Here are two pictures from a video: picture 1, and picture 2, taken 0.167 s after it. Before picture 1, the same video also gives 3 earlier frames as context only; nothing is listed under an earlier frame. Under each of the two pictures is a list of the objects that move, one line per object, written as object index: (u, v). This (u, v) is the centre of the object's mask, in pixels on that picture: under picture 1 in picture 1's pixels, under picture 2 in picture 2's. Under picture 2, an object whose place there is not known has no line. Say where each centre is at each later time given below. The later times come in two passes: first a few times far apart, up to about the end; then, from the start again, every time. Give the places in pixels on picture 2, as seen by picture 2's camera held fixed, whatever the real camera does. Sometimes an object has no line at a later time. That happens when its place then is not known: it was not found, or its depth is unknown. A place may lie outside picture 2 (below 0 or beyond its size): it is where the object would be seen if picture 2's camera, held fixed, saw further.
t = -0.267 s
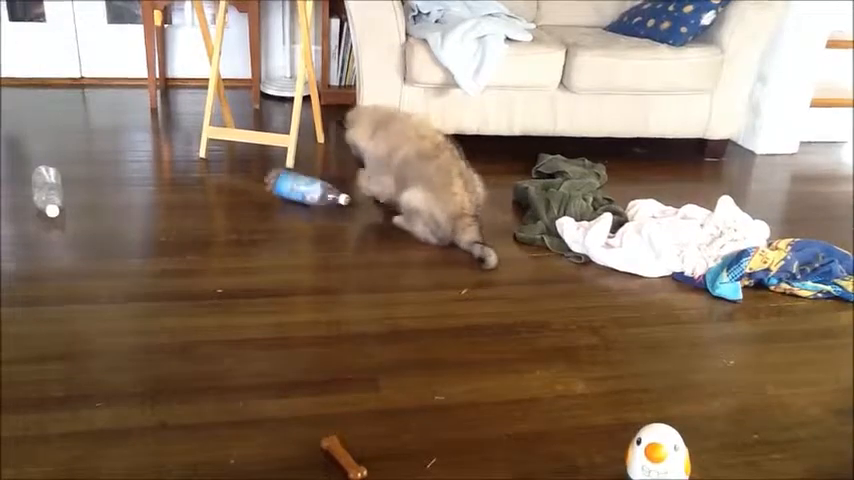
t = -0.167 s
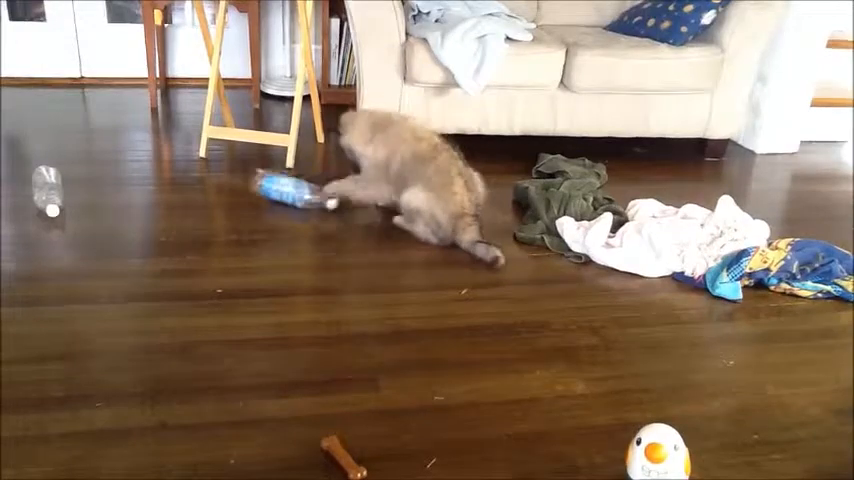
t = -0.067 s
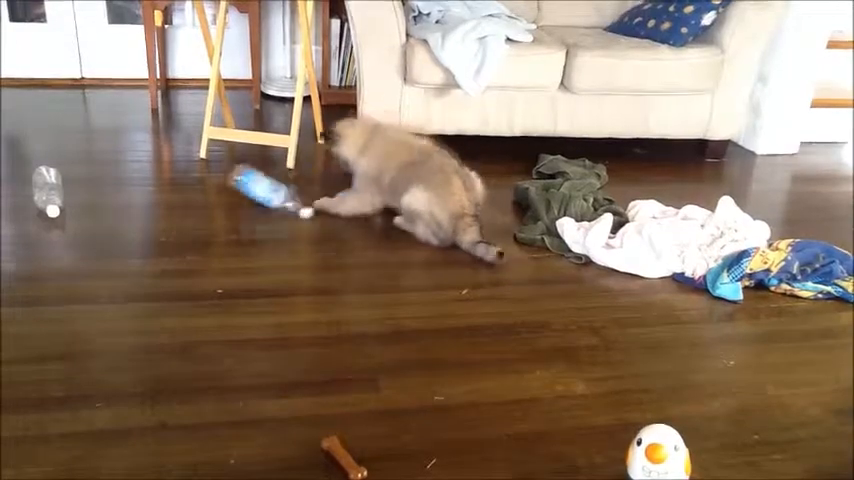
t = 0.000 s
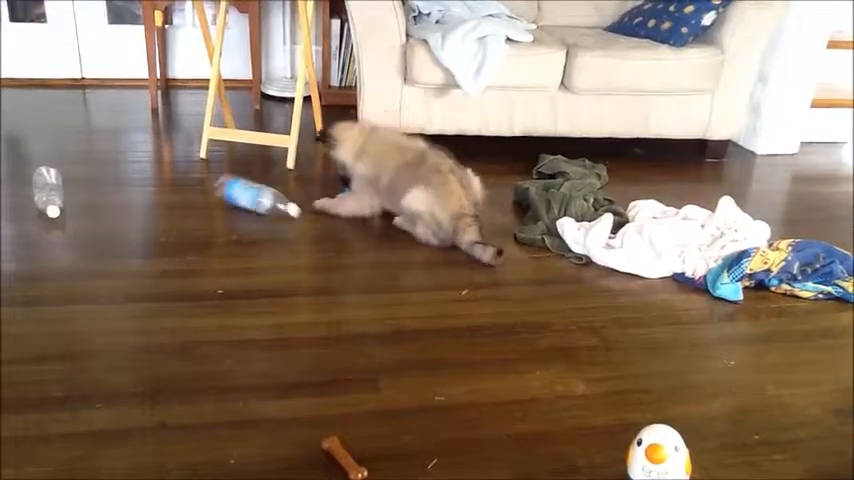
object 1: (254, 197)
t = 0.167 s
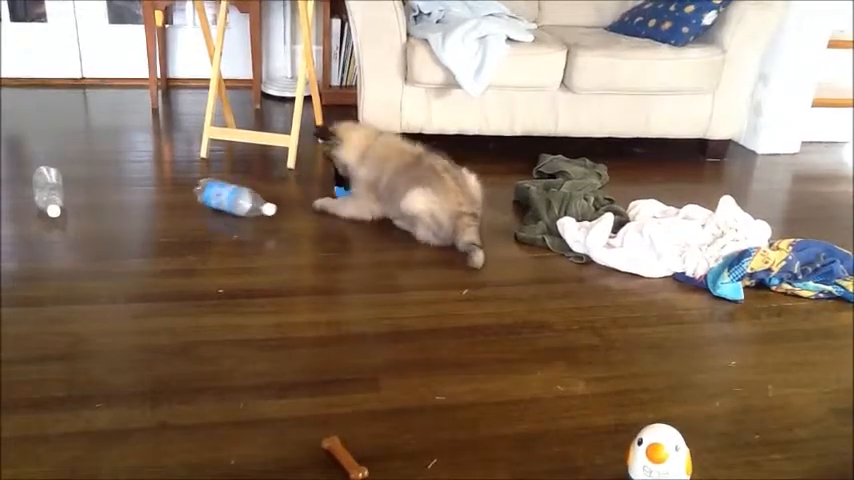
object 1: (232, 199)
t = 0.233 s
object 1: (225, 202)
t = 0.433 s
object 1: (204, 209)
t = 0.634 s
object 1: (185, 216)
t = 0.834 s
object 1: (163, 222)
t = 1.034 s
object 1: (144, 228)
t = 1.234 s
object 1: (126, 232)
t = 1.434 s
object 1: (111, 237)
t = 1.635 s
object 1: (96, 243)
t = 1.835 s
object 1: (83, 245)
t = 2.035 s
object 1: (79, 246)
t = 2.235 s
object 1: (81, 245)
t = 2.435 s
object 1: (88, 243)
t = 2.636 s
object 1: (98, 241)
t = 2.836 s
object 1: (92, 243)
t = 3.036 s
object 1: (94, 242)
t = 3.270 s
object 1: (92, 243)
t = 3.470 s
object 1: (95, 243)
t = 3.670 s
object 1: (95, 243)
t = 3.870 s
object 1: (94, 243)
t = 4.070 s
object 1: (94, 243)
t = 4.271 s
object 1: (95, 243)
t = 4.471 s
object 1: (95, 243)
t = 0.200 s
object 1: (229, 201)
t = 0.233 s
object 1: (225, 202)
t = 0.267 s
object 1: (222, 203)
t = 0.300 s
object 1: (218, 205)
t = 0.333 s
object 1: (215, 205)
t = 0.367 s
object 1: (211, 207)
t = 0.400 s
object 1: (207, 208)
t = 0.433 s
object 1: (204, 209)
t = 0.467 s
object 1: (201, 210)
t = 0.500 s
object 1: (197, 211)
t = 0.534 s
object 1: (194, 212)
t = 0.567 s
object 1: (191, 213)
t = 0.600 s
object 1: (188, 213)
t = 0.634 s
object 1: (185, 216)
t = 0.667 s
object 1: (181, 218)
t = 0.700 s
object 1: (177, 219)
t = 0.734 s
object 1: (174, 219)
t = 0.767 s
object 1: (170, 220)
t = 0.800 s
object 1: (167, 221)
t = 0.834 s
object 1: (163, 222)
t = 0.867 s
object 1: (161, 223)
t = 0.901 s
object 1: (158, 224)
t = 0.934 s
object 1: (154, 225)
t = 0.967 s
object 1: (151, 226)
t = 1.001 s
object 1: (147, 227)
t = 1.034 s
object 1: (144, 228)
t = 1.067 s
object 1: (141, 229)
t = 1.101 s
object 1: (138, 230)
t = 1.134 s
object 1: (135, 231)
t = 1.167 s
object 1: (132, 231)
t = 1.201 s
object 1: (129, 232)
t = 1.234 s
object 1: (126, 232)
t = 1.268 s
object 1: (123, 233)
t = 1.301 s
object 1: (120, 235)
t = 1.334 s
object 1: (118, 235)
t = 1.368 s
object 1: (115, 236)
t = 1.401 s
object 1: (113, 237)
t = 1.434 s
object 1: (111, 237)
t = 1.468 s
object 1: (109, 238)
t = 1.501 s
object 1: (107, 238)
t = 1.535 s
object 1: (104, 239)
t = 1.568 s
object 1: (102, 240)
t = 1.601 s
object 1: (99, 241)
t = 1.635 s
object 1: (96, 243)
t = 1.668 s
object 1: (94, 244)
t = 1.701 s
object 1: (90, 244)
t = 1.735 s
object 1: (88, 244)
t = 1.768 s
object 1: (86, 245)
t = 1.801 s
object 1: (84, 245)
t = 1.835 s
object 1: (83, 245)
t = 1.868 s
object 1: (81, 245)
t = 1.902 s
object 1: (81, 245)
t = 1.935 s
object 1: (81, 246)
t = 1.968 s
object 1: (80, 246)
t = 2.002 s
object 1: (80, 246)
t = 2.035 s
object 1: (79, 246)
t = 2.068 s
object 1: (79, 246)
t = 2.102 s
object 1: (79, 246)
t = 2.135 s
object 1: (79, 246)
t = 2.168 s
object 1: (80, 246)
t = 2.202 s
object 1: (80, 245)
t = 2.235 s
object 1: (81, 245)
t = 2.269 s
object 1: (81, 245)
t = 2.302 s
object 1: (82, 245)
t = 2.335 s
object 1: (83, 245)
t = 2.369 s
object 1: (84, 245)
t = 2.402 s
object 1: (86, 244)
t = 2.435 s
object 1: (88, 243)
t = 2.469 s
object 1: (90, 243)
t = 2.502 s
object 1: (93, 243)
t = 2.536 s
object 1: (95, 242)
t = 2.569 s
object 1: (98, 241)
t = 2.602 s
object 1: (98, 240)
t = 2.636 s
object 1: (98, 241)
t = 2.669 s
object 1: (98, 241)
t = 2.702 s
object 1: (97, 241)
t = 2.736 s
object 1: (96, 242)
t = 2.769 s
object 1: (94, 242)
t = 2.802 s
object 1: (93, 243)
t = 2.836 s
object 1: (92, 243)
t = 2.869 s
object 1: (91, 243)
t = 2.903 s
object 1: (91, 243)
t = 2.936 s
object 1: (91, 243)
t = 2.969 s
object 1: (92, 243)
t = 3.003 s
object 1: (93, 243)
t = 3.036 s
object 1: (94, 242)
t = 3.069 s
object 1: (95, 242)
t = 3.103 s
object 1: (96, 242)
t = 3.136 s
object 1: (95, 242)
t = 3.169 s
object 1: (95, 242)
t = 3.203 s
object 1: (94, 242)
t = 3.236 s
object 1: (93, 243)
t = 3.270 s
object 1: (92, 243)
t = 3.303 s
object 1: (92, 243)
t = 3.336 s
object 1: (91, 243)
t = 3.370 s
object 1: (92, 243)
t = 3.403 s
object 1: (92, 243)
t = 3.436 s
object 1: (93, 243)
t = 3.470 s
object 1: (95, 243)
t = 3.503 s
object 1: (95, 242)
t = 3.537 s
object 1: (95, 242)
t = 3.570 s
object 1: (95, 242)
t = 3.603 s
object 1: (95, 242)
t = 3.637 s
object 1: (95, 242)
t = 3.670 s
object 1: (95, 243)
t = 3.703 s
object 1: (93, 243)
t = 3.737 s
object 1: (93, 243)
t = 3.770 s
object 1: (93, 243)
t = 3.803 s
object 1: (93, 243)
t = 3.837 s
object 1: (93, 243)
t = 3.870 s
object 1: (94, 243)
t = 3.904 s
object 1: (95, 243)
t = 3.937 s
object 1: (96, 242)
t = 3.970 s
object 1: (96, 242)
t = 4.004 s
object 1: (96, 242)
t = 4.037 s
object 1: (95, 242)
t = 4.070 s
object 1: (94, 243)
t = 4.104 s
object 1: (94, 243)
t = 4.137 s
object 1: (94, 243)
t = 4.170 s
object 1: (94, 243)
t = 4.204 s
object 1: (94, 243)
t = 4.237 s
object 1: (95, 243)
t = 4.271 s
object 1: (95, 243)
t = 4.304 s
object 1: (96, 243)
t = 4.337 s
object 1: (96, 243)
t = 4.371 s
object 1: (95, 242)
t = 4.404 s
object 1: (96, 243)
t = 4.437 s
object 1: (95, 243)
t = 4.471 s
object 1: (95, 243)
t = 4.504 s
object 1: (95, 243)
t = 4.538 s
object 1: (95, 243)
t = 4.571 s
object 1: (94, 243)
